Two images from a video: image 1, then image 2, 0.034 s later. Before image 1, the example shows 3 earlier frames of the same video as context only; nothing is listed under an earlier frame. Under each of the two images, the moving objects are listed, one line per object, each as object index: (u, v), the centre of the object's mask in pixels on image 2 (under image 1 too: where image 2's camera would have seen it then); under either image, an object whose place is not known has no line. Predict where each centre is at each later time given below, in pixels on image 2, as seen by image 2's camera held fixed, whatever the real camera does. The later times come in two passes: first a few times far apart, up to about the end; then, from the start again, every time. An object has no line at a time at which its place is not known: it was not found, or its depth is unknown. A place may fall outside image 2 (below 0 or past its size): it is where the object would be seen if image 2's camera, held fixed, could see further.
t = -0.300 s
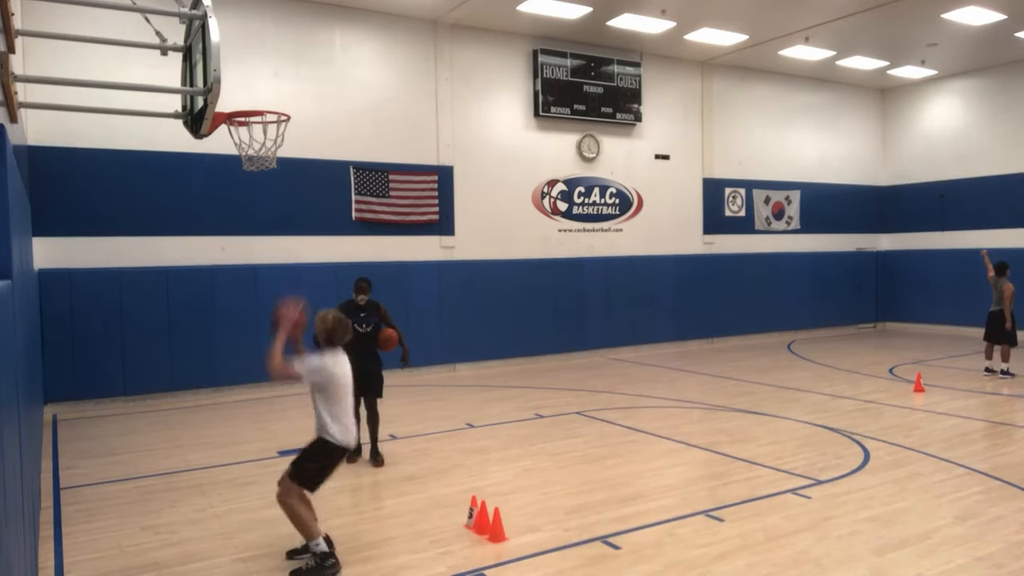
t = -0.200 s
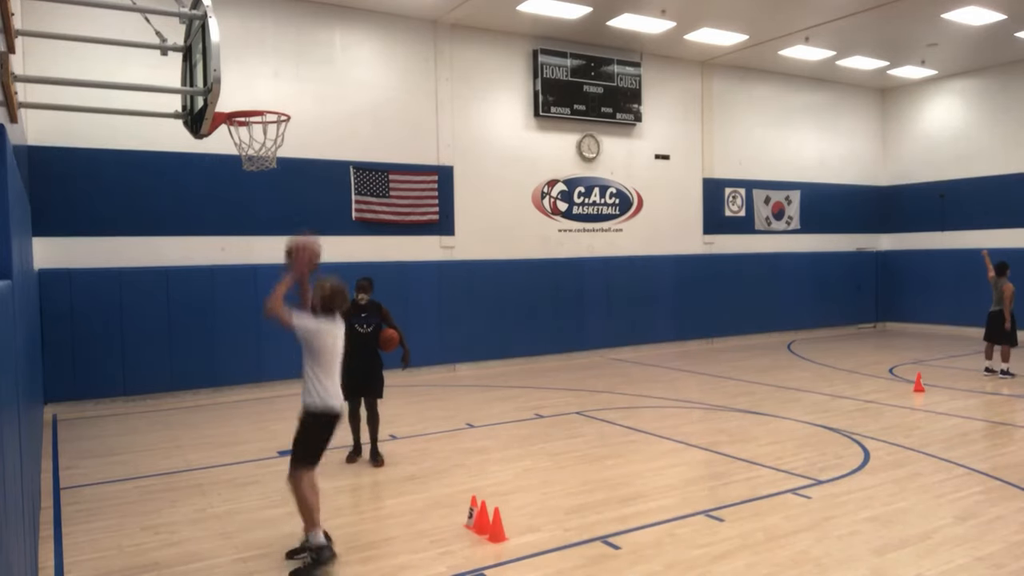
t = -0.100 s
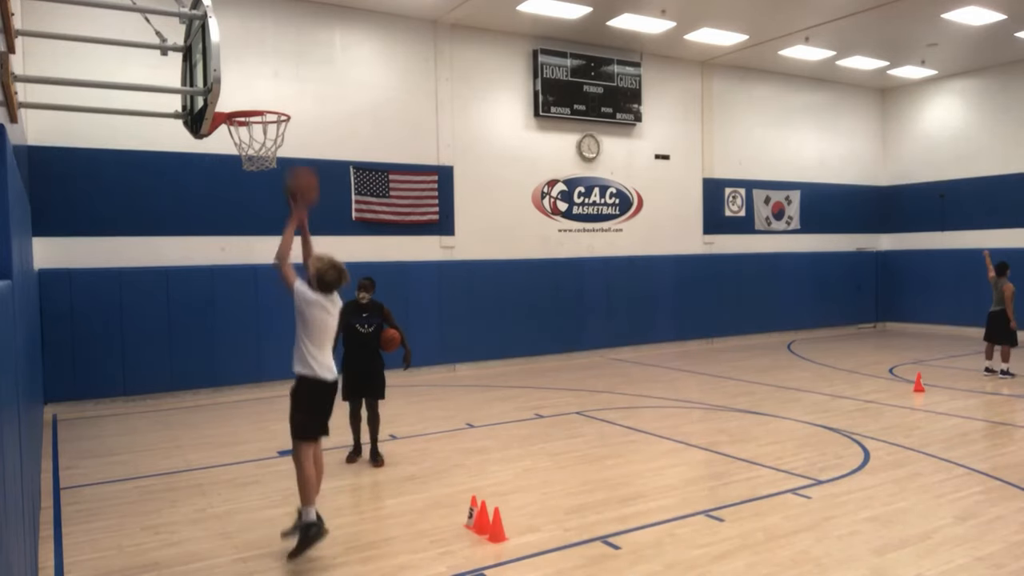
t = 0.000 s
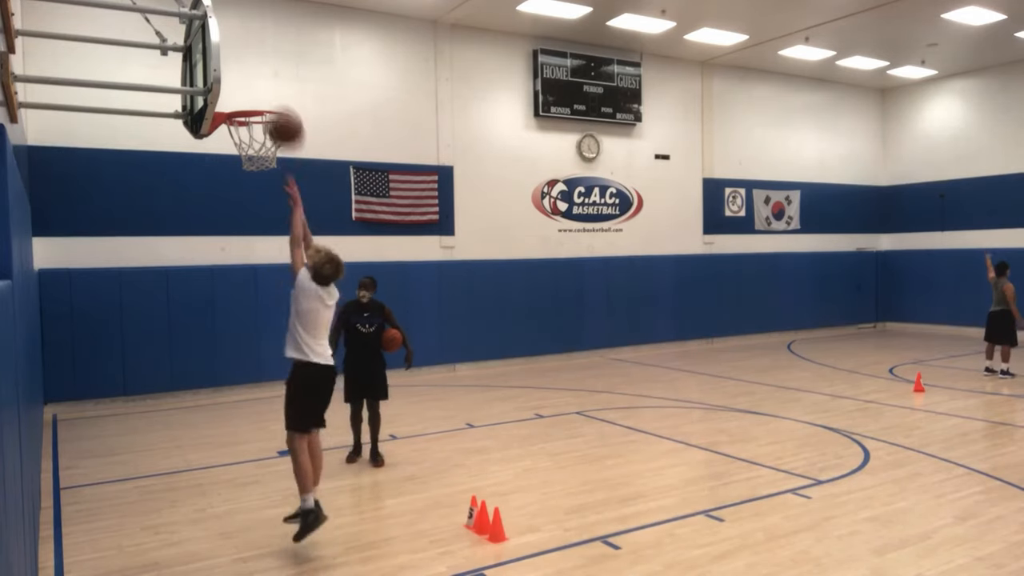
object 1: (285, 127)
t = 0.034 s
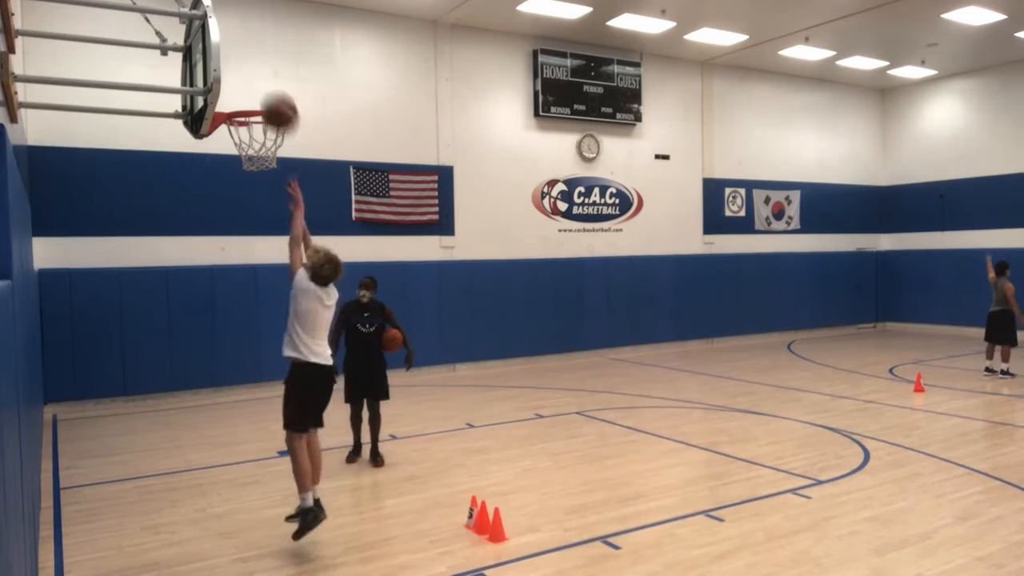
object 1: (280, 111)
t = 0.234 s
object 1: (251, 55)
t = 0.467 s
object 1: (229, 62)
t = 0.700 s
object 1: (240, 84)
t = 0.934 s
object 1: (267, 91)
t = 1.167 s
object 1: (253, 111)
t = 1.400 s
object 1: (240, 152)
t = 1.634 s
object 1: (267, 201)
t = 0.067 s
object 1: (274, 97)
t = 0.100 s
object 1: (269, 86)
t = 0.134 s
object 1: (264, 76)
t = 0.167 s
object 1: (260, 67)
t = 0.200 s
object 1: (255, 61)
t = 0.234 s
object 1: (251, 55)
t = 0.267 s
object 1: (246, 52)
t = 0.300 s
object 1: (242, 50)
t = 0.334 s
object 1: (239, 49)
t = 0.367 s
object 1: (235, 50)
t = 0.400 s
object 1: (233, 53)
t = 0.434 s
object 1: (231, 57)
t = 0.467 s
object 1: (229, 62)
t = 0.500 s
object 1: (229, 68)
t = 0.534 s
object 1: (230, 75)
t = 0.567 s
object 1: (231, 84)
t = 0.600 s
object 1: (232, 93)
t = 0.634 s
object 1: (234, 94)
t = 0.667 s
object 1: (237, 88)
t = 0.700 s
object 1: (240, 84)
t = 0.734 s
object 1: (244, 81)
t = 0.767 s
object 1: (248, 79)
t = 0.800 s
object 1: (251, 79)
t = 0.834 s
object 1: (255, 80)
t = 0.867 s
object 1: (259, 82)
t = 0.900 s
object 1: (263, 86)
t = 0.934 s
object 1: (267, 91)
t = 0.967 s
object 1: (270, 97)
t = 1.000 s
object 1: (275, 103)
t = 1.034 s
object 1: (273, 107)
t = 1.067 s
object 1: (268, 106)
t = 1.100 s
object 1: (263, 107)
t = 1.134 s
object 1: (257, 108)
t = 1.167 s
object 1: (253, 111)
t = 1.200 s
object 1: (247, 116)
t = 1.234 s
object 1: (243, 122)
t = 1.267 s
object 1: (239, 131)
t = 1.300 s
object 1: (238, 137)
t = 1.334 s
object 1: (237, 145)
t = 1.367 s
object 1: (237, 149)
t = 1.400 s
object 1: (240, 152)
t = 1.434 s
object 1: (243, 156)
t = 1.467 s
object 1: (248, 161)
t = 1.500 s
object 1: (251, 166)
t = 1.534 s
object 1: (254, 173)
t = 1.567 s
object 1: (259, 181)
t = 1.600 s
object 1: (264, 190)
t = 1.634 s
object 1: (267, 201)
